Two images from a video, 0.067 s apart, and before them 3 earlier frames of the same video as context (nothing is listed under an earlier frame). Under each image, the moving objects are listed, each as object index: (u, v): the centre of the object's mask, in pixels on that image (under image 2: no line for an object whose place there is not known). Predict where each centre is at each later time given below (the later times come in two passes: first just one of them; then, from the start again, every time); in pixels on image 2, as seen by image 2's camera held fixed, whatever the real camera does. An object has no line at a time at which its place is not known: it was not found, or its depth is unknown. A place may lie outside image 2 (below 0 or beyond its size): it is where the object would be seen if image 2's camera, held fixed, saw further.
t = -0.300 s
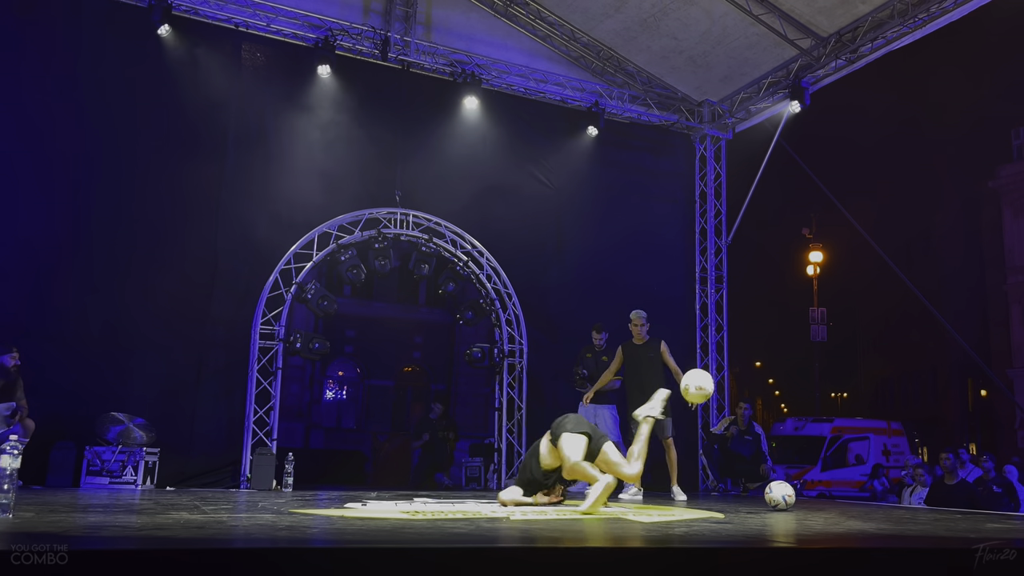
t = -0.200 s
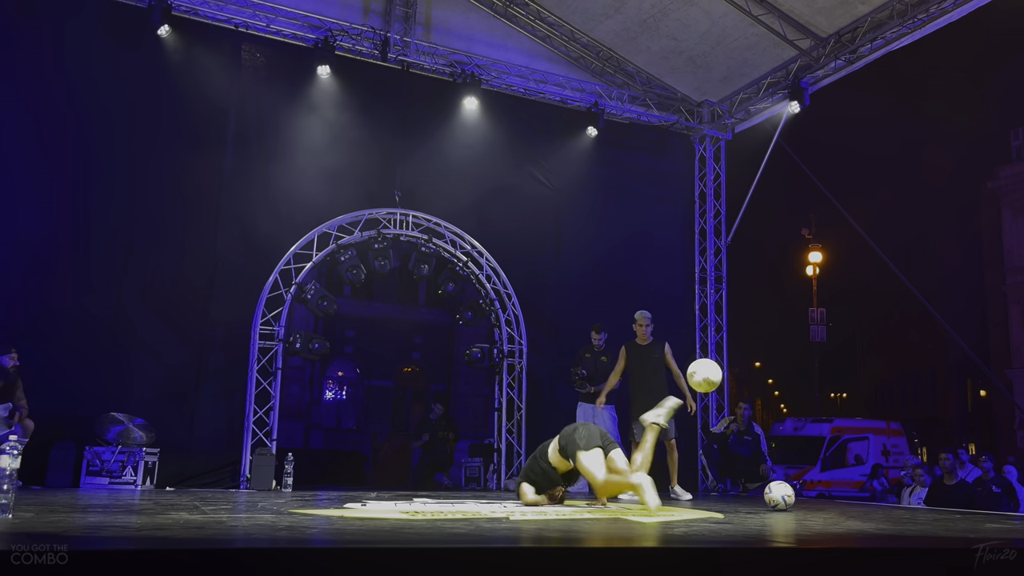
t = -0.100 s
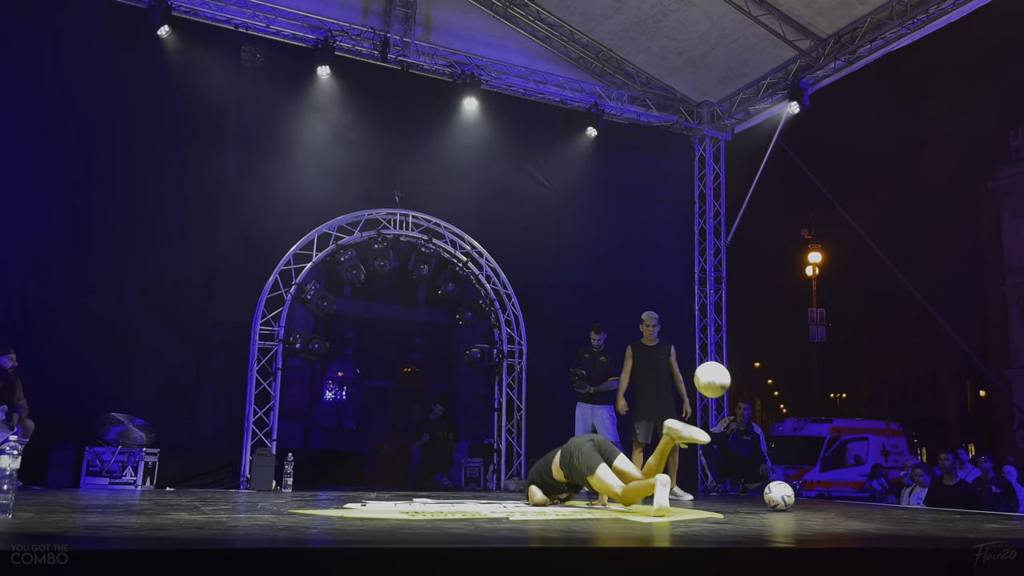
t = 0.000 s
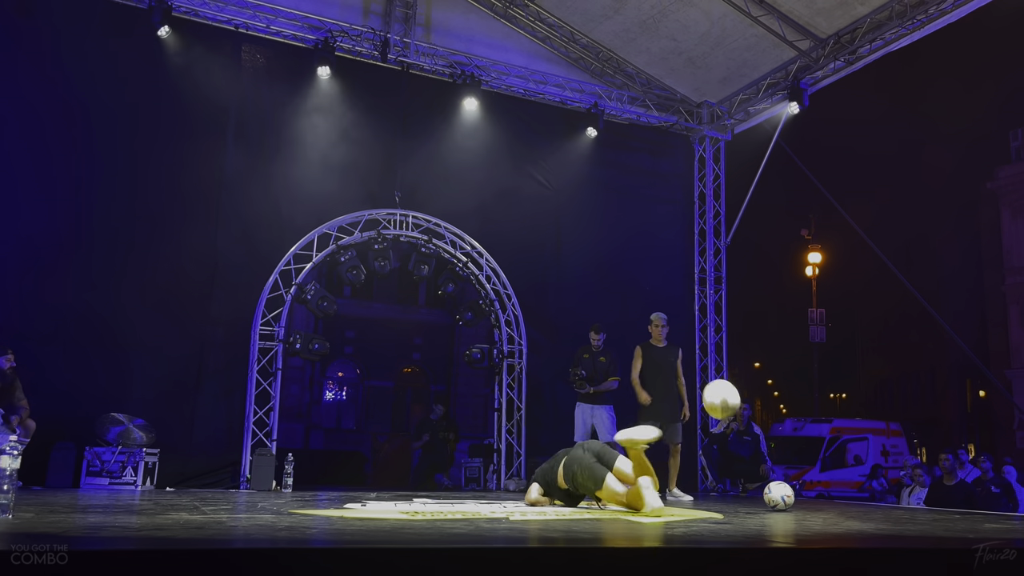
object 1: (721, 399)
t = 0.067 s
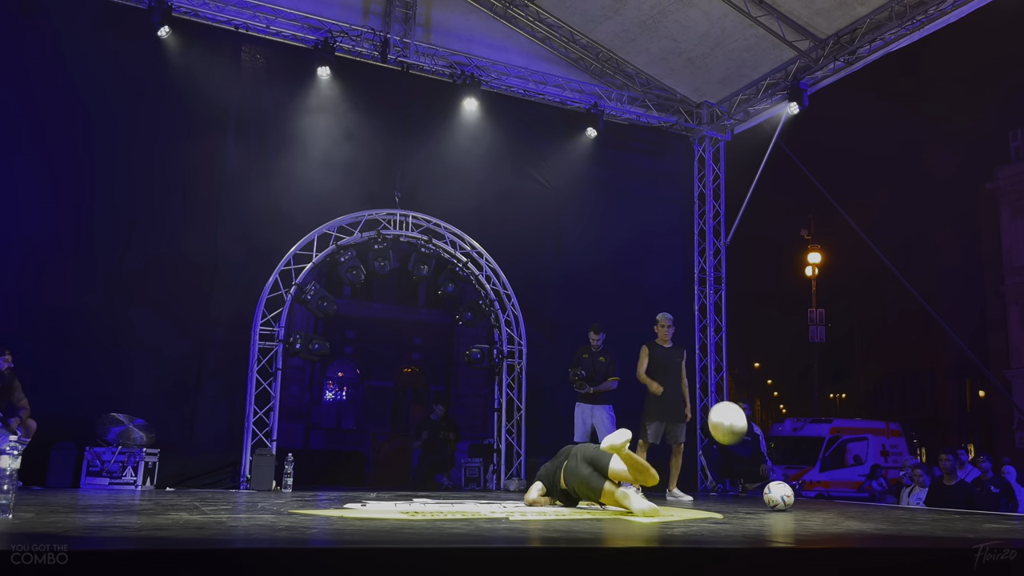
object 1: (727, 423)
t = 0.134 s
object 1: (734, 456)
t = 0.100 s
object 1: (731, 438)
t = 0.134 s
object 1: (734, 456)
